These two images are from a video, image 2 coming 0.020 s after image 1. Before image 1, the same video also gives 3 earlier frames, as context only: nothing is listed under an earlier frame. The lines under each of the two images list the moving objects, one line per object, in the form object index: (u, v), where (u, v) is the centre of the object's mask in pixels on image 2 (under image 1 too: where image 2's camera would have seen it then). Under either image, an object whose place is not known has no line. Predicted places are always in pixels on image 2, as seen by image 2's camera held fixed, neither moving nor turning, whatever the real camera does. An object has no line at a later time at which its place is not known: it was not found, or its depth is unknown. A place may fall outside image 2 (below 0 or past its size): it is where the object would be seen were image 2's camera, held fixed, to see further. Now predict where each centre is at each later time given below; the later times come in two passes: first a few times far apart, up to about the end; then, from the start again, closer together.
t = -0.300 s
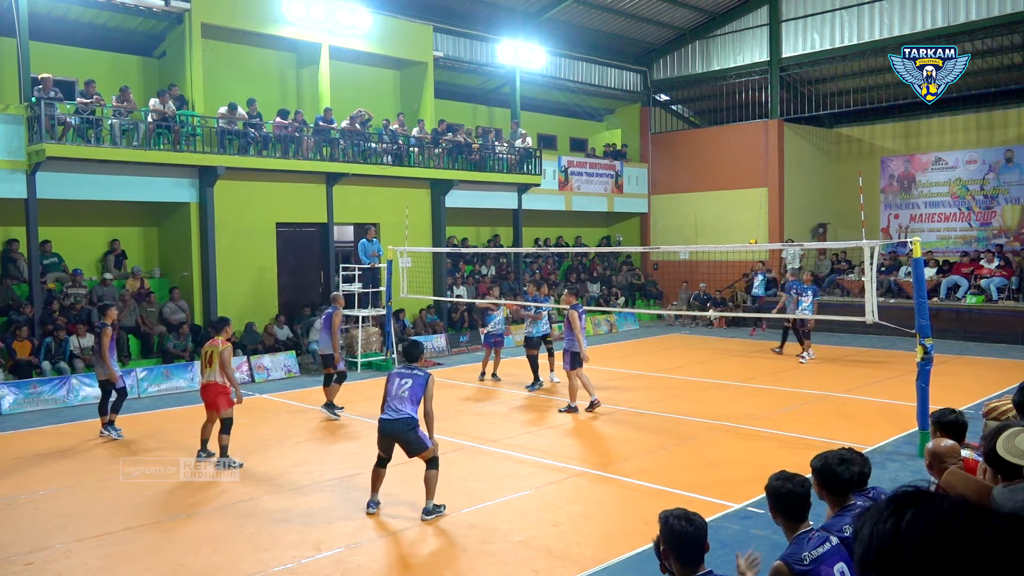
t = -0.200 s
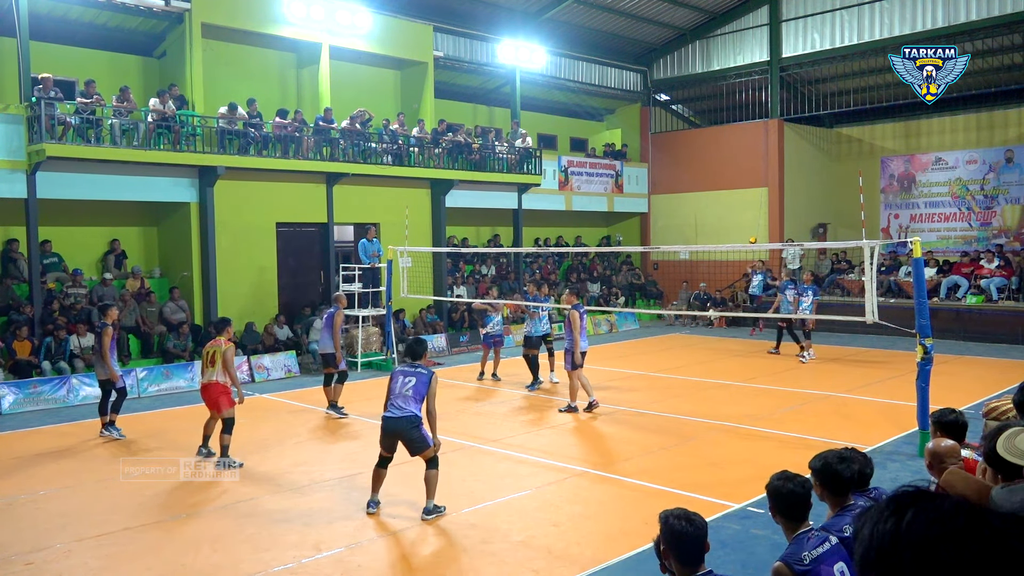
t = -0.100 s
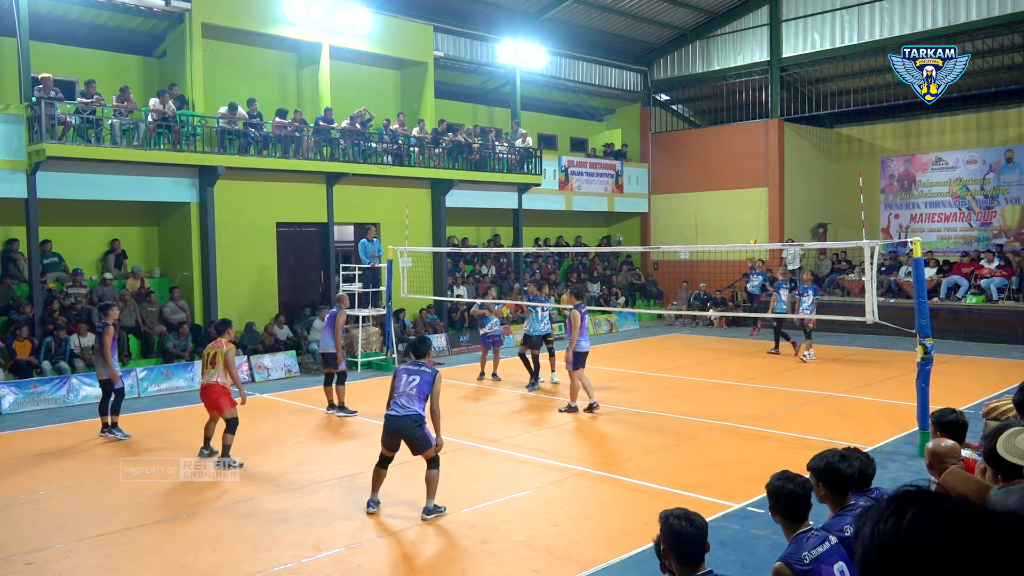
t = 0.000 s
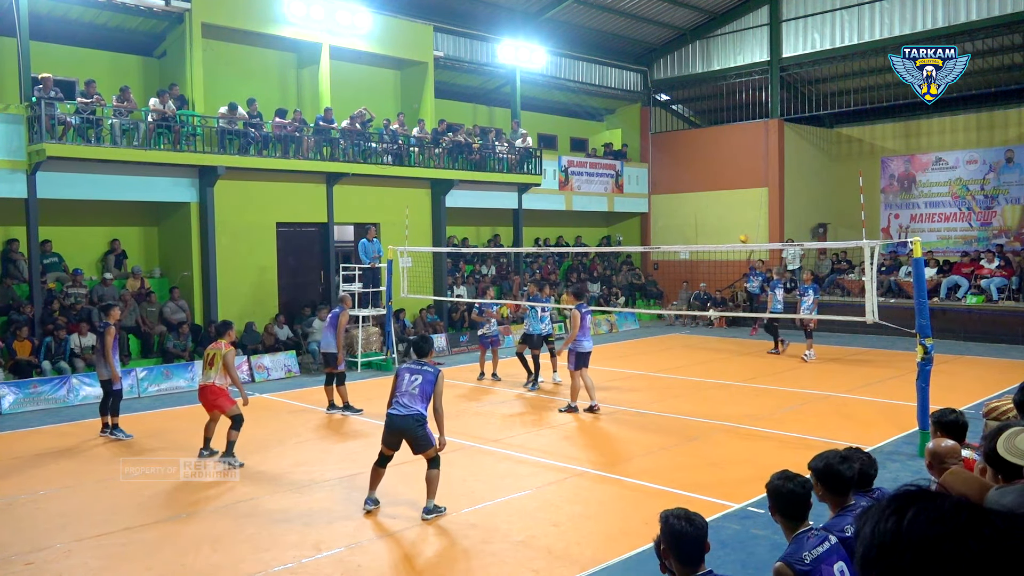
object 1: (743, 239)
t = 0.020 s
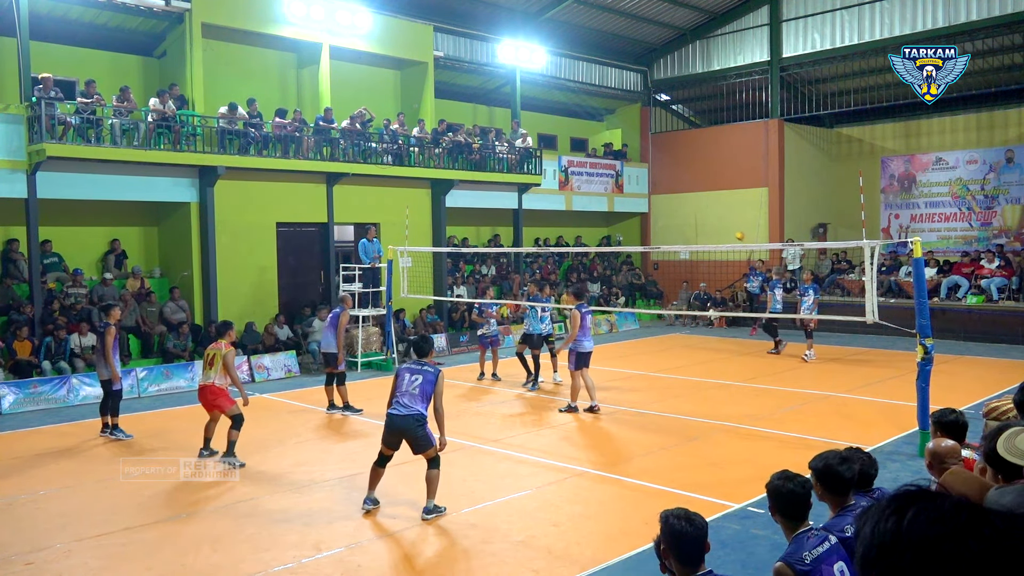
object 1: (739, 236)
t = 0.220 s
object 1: (696, 215)
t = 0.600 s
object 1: (563, 224)
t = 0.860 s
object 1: (418, 298)
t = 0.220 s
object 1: (696, 215)
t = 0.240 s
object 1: (691, 213)
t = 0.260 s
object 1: (686, 211)
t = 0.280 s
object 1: (680, 210)
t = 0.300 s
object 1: (674, 209)
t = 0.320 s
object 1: (668, 209)
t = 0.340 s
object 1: (662, 208)
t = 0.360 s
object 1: (656, 208)
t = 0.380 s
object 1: (649, 208)
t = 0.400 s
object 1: (643, 209)
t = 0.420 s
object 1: (636, 209)
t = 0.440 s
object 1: (628, 210)
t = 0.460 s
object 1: (621, 211)
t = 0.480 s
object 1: (614, 212)
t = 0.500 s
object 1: (606, 213)
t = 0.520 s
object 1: (597, 215)
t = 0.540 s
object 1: (589, 217)
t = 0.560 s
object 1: (581, 219)
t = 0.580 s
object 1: (572, 222)
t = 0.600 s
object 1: (563, 224)
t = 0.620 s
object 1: (554, 227)
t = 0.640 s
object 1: (544, 231)
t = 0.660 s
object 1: (536, 234)
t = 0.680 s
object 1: (525, 240)
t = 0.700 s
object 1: (515, 242)
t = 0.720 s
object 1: (503, 249)
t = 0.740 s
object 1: (492, 256)
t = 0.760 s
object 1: (481, 261)
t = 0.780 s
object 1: (469, 267)
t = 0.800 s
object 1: (456, 274)
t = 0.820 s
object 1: (444, 282)
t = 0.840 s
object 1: (432, 289)
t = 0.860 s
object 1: (418, 298)
